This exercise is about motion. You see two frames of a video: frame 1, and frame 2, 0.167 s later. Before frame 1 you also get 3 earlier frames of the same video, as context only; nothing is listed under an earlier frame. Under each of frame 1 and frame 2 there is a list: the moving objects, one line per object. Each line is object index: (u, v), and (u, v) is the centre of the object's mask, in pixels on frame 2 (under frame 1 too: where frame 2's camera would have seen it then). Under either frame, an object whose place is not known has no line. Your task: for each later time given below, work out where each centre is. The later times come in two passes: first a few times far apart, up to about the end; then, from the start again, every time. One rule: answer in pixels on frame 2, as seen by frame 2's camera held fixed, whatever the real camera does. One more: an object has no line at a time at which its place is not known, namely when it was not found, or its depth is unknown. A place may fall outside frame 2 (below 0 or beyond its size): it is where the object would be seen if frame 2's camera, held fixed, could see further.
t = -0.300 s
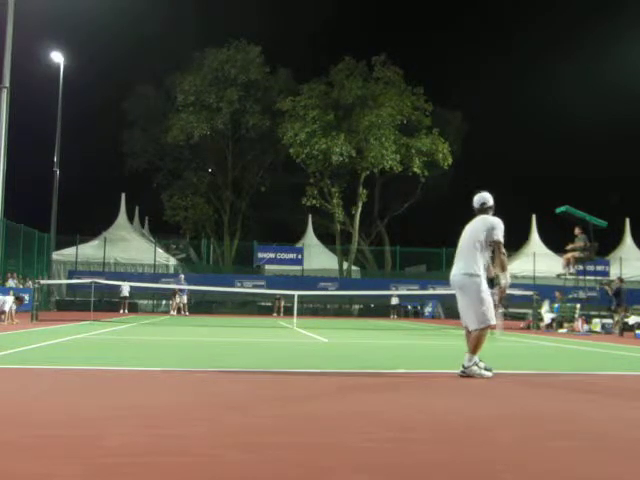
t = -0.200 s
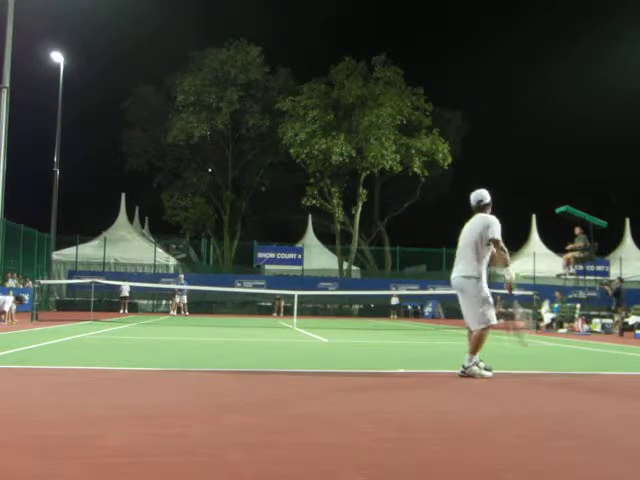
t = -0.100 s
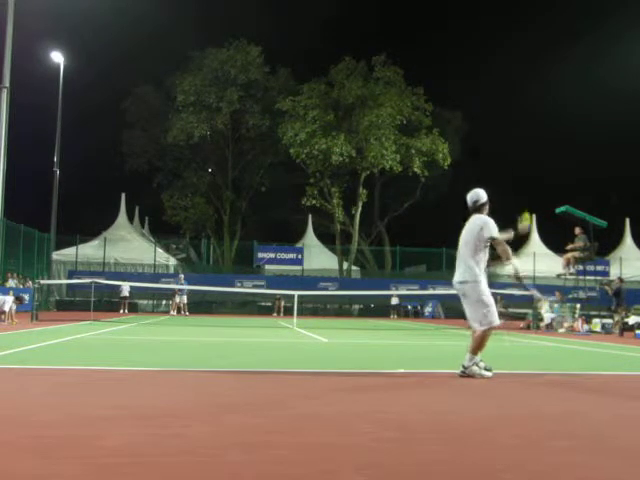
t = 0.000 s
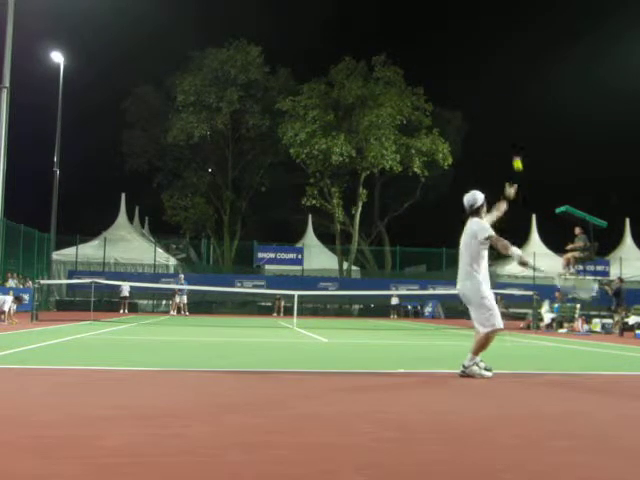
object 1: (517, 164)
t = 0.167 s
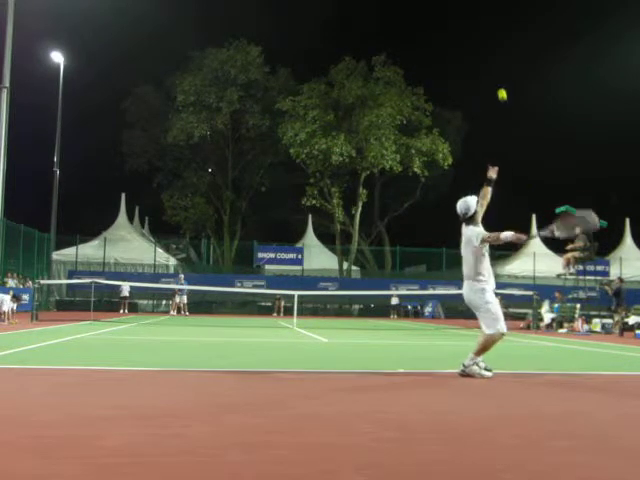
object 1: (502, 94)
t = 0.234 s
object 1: (496, 75)
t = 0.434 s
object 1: (478, 41)
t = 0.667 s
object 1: (457, 48)
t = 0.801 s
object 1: (446, 74)
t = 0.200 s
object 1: (499, 84)
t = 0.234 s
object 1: (496, 75)
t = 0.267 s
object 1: (493, 66)
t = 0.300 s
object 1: (490, 59)
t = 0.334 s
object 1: (487, 53)
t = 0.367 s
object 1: (484, 48)
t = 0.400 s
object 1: (481, 44)
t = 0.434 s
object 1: (478, 41)
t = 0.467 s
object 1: (475, 39)
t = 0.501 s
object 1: (472, 38)
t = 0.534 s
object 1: (469, 38)
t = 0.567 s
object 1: (466, 39)
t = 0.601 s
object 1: (463, 41)
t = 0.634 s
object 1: (460, 44)
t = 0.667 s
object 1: (457, 48)
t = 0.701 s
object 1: (454, 53)
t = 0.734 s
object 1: (452, 59)
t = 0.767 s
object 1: (449, 66)
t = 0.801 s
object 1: (446, 74)
